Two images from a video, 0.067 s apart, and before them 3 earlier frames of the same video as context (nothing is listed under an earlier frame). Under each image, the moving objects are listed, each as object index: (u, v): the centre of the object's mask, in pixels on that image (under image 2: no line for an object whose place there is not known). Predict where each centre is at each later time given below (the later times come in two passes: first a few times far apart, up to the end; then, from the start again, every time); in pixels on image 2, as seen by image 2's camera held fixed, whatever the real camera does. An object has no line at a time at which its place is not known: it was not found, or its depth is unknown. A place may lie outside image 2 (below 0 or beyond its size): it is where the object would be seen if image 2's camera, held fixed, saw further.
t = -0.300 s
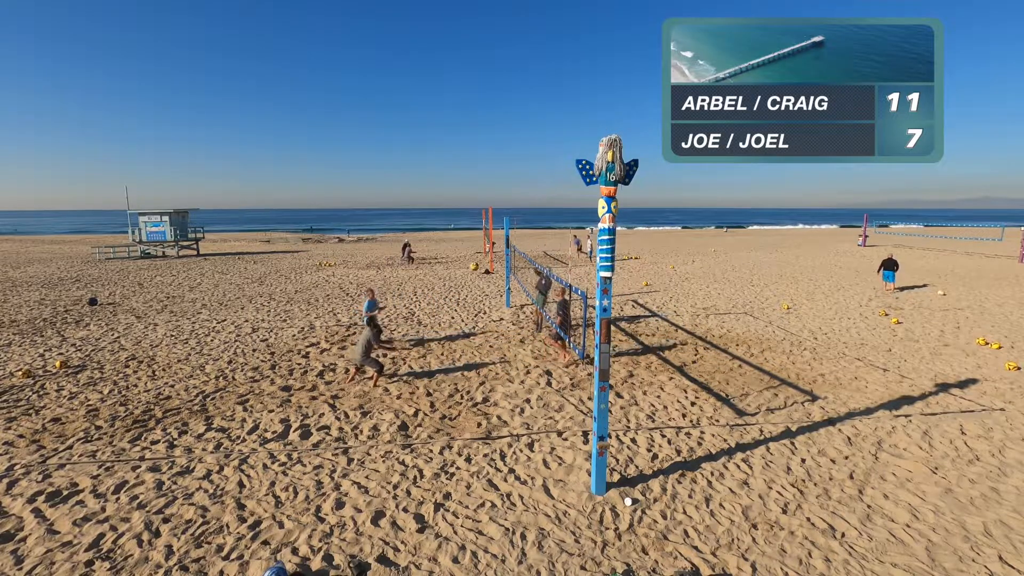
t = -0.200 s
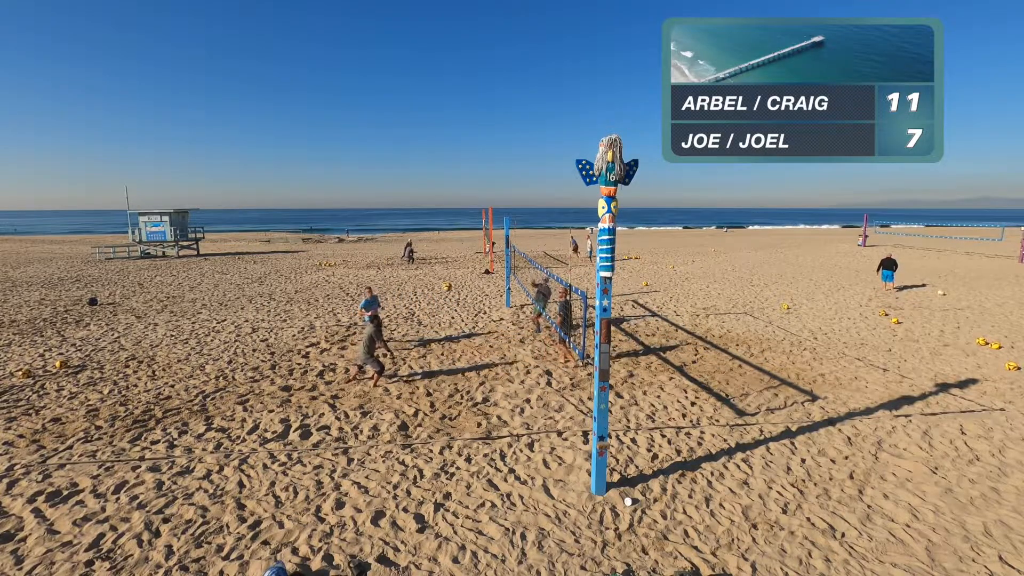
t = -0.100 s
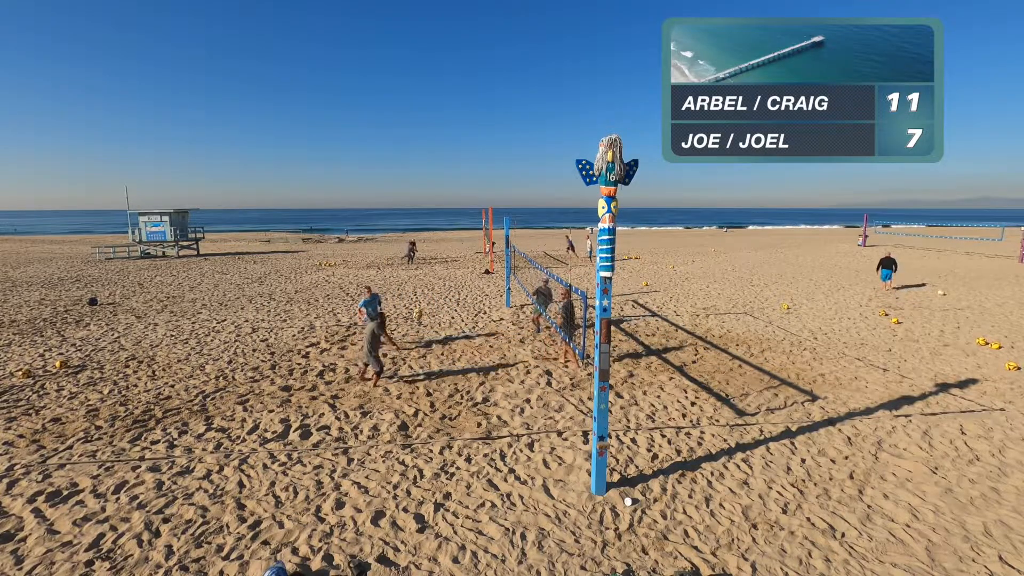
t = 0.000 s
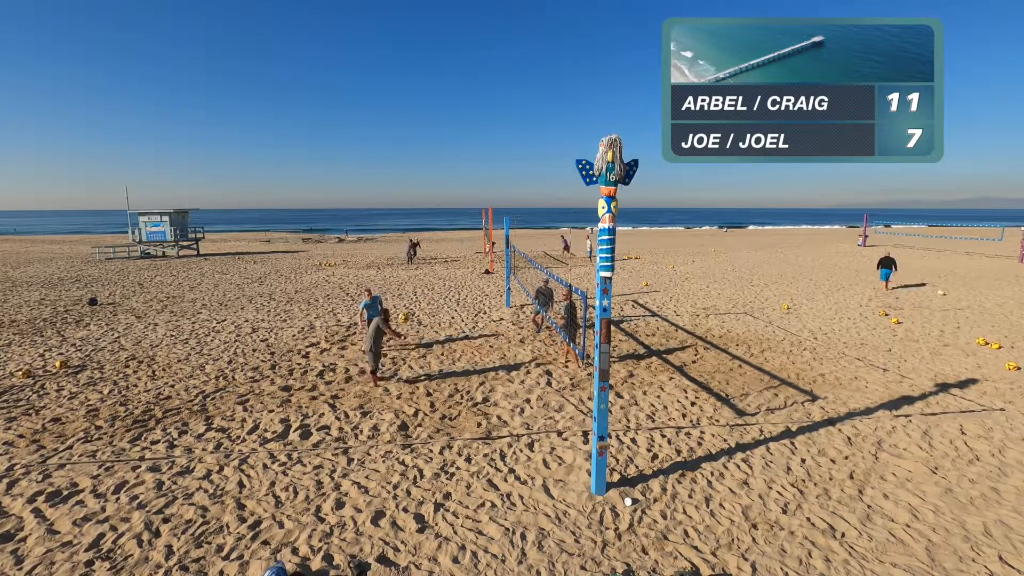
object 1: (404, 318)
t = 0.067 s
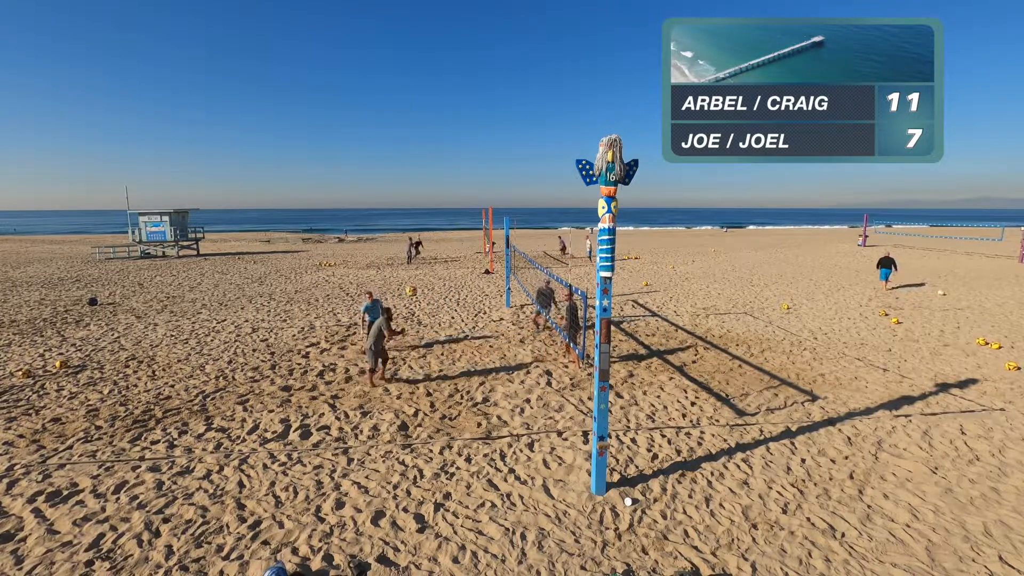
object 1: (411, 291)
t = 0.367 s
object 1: (446, 197)
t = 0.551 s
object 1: (467, 160)
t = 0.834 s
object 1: (500, 138)
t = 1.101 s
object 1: (532, 156)
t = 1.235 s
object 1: (547, 180)
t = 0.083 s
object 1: (413, 286)
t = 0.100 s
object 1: (415, 279)
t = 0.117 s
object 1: (417, 273)
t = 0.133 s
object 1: (419, 267)
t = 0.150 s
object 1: (421, 261)
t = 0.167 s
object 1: (423, 255)
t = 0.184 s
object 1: (425, 250)
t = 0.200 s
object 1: (427, 245)
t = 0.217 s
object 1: (428, 239)
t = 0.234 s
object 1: (430, 234)
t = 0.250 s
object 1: (432, 229)
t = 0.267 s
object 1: (434, 225)
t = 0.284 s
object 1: (436, 219)
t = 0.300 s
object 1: (438, 215)
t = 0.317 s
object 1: (439, 210)
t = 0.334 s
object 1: (442, 206)
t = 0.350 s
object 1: (444, 202)
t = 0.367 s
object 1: (446, 197)
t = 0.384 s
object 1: (448, 193)
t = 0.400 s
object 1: (450, 189)
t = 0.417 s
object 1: (451, 186)
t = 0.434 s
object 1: (454, 182)
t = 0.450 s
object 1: (456, 178)
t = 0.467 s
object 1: (458, 175)
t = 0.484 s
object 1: (460, 171)
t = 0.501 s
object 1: (461, 169)
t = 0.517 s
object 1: (464, 166)
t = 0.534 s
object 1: (466, 163)
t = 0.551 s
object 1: (467, 160)
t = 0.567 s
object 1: (469, 158)
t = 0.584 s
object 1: (471, 155)
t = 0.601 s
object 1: (473, 153)
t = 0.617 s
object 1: (475, 151)
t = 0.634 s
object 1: (477, 149)
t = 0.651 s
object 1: (479, 147)
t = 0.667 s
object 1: (481, 146)
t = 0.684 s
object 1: (483, 144)
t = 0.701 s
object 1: (485, 143)
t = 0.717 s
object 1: (487, 142)
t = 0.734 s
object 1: (489, 141)
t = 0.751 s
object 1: (491, 140)
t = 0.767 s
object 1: (493, 139)
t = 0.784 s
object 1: (495, 139)
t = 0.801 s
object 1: (497, 138)
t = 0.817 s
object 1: (499, 138)
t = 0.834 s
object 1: (500, 138)
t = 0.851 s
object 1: (502, 138)
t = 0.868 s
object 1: (504, 138)
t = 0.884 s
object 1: (506, 138)
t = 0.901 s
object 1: (508, 138)
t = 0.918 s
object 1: (511, 139)
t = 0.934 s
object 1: (512, 140)
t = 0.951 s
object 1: (514, 141)
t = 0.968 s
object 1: (516, 142)
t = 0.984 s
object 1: (518, 143)
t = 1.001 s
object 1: (520, 144)
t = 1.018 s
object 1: (522, 146)
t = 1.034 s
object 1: (524, 147)
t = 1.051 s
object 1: (526, 150)
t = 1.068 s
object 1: (528, 151)
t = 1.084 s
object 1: (530, 154)
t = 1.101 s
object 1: (532, 156)
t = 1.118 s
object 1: (534, 159)
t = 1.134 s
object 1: (535, 161)
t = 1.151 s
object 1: (537, 164)
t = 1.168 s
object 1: (539, 167)
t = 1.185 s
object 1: (541, 169)
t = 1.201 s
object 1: (543, 173)
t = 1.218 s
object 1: (545, 176)
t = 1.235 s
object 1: (547, 180)
